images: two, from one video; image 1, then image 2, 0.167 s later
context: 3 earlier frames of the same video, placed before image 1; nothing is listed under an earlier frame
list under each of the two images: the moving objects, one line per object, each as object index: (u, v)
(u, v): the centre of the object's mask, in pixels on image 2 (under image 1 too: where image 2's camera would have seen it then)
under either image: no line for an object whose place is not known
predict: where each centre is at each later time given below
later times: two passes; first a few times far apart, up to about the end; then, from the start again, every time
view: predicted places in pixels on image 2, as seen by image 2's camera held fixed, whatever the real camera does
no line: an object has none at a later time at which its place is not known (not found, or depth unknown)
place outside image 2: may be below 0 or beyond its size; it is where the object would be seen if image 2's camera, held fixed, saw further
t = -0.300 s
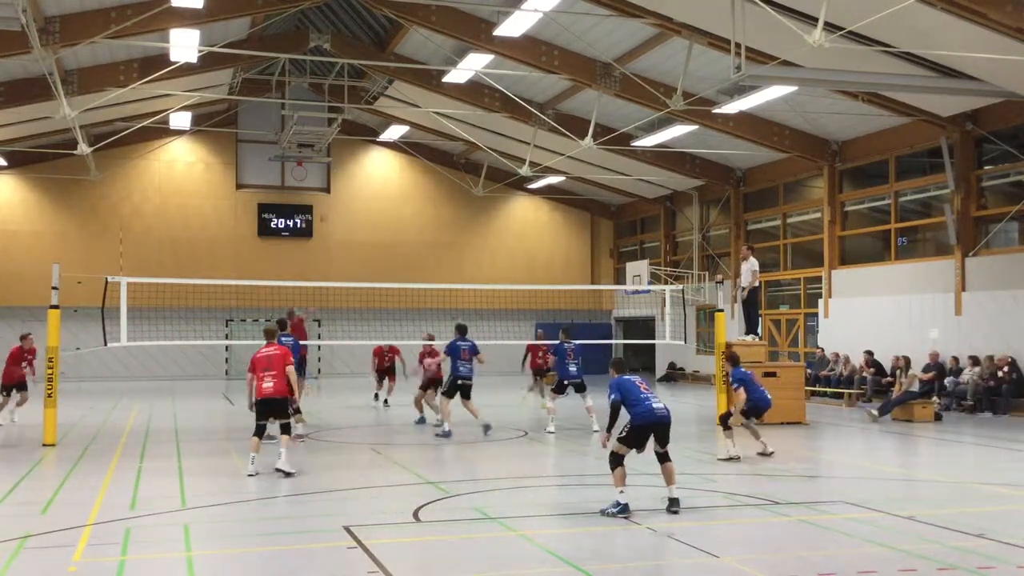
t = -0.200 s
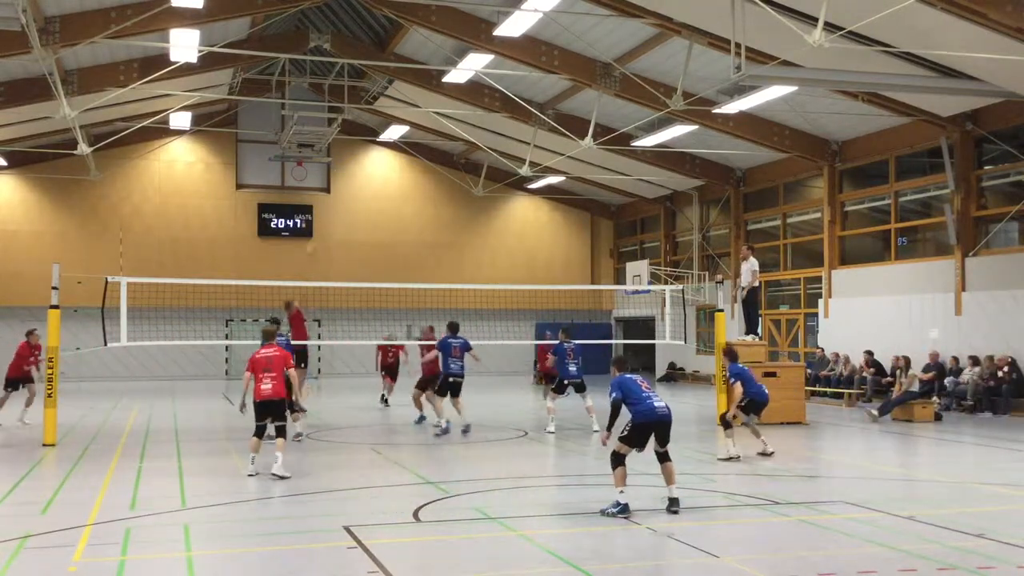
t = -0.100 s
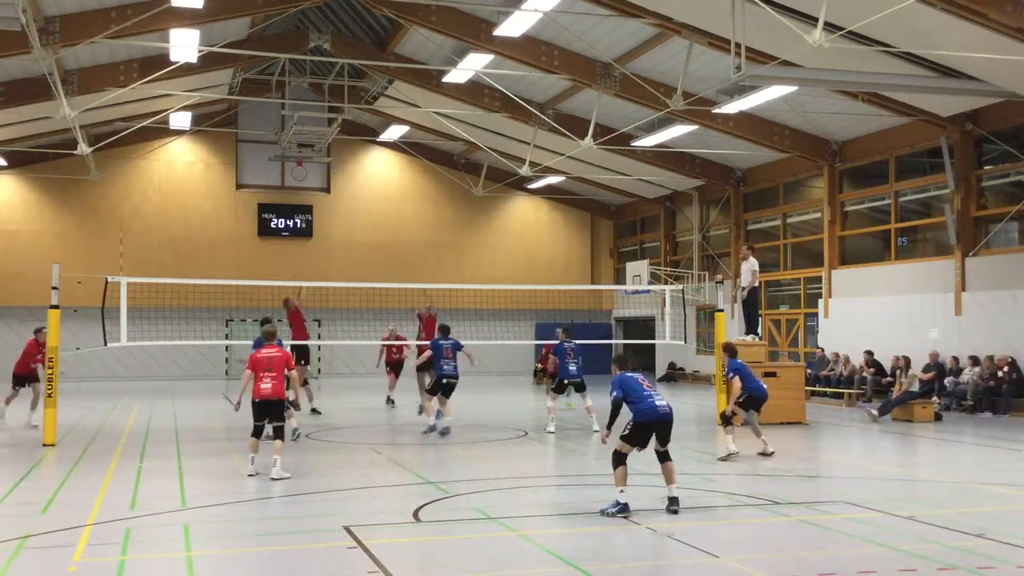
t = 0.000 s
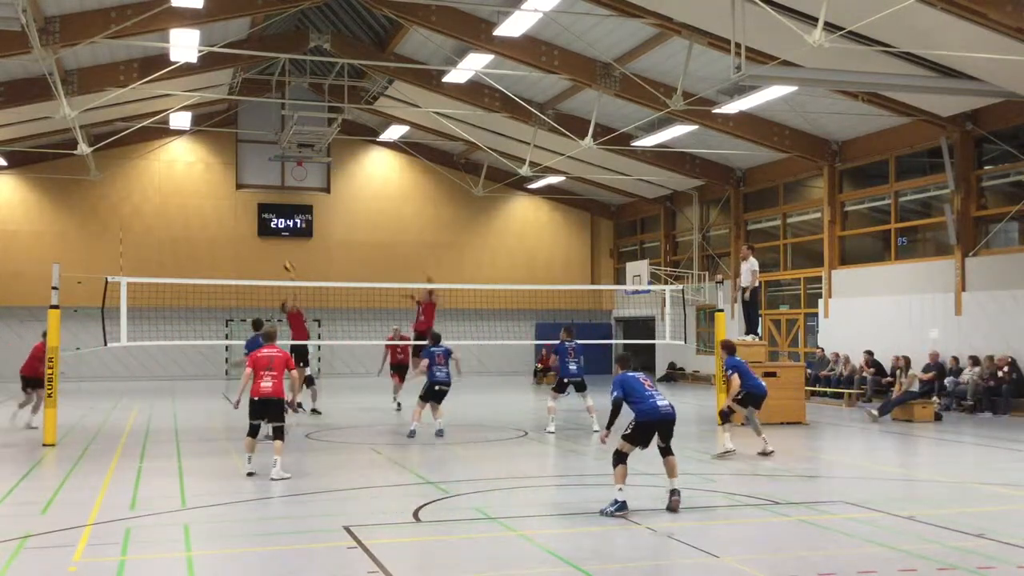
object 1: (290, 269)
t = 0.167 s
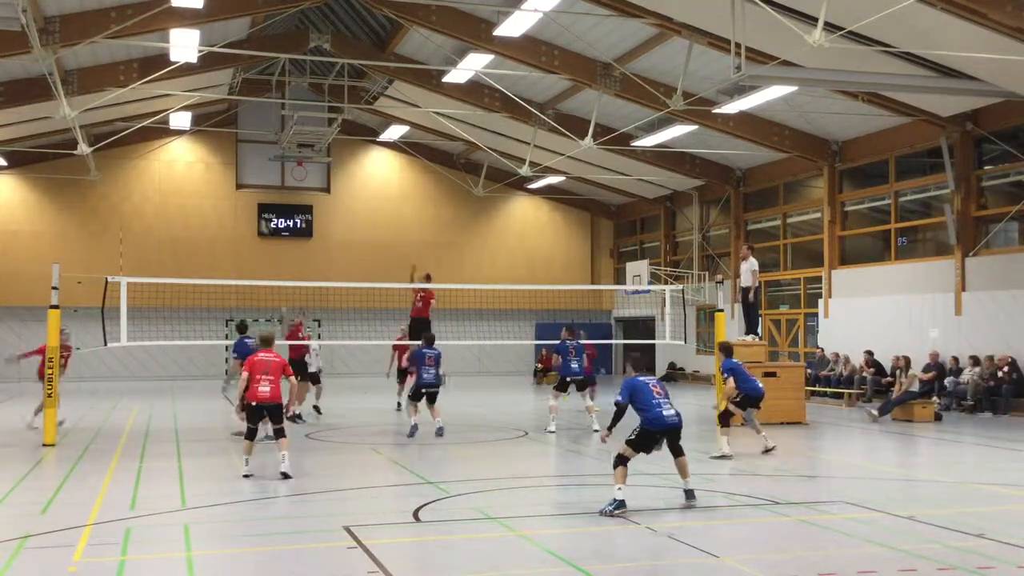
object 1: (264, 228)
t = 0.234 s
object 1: (253, 211)
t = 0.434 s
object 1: (223, 191)
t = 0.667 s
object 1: (185, 192)
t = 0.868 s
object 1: (152, 219)
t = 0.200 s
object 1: (260, 220)
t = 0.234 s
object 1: (253, 211)
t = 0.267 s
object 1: (249, 209)
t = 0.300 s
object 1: (243, 203)
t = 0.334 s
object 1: (239, 199)
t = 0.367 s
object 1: (233, 195)
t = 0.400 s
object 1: (228, 193)
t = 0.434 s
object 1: (223, 191)
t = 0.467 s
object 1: (218, 190)
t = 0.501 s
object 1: (213, 188)
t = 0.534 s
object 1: (207, 187)
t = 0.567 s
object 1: (202, 188)
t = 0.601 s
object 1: (196, 188)
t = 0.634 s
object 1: (191, 190)
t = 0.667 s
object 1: (185, 192)
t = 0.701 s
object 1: (180, 195)
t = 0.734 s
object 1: (175, 198)
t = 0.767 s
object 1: (169, 203)
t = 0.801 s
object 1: (164, 206)
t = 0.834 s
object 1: (159, 211)
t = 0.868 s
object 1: (152, 219)
